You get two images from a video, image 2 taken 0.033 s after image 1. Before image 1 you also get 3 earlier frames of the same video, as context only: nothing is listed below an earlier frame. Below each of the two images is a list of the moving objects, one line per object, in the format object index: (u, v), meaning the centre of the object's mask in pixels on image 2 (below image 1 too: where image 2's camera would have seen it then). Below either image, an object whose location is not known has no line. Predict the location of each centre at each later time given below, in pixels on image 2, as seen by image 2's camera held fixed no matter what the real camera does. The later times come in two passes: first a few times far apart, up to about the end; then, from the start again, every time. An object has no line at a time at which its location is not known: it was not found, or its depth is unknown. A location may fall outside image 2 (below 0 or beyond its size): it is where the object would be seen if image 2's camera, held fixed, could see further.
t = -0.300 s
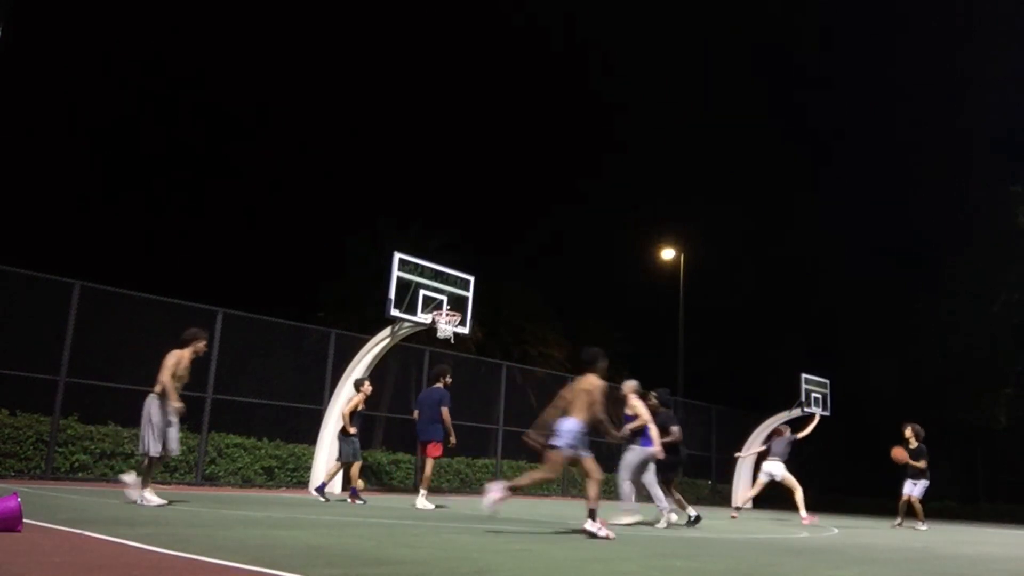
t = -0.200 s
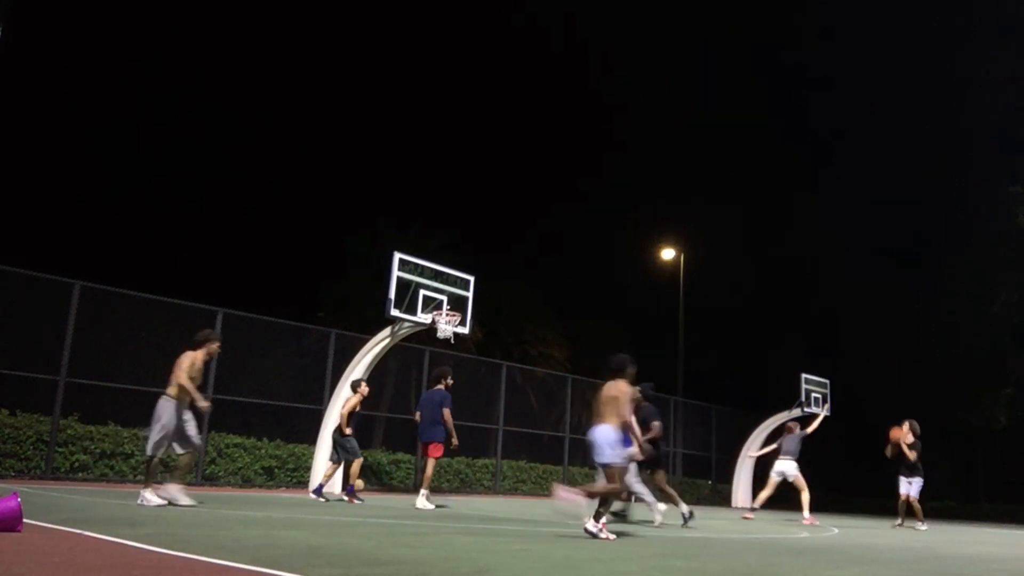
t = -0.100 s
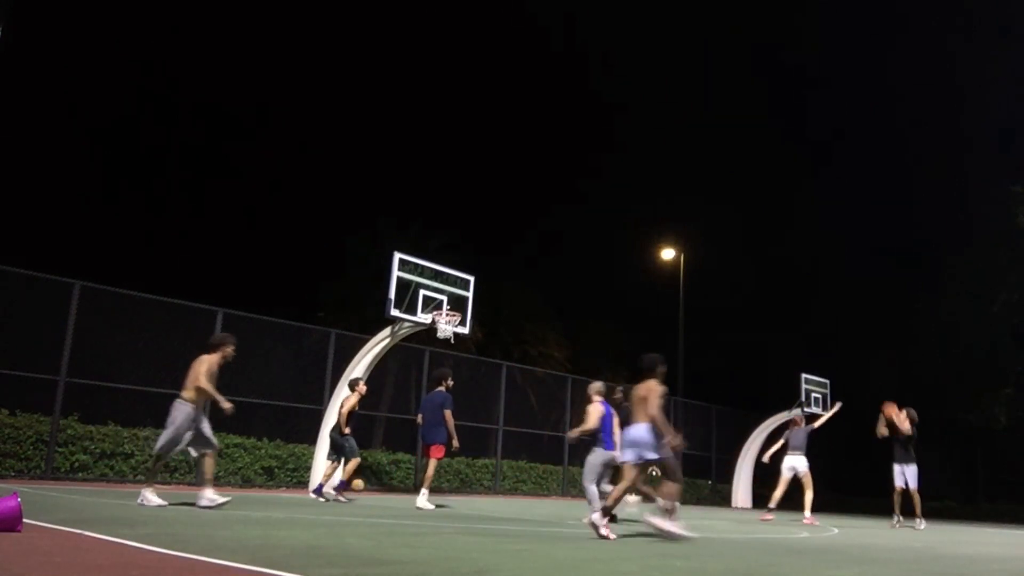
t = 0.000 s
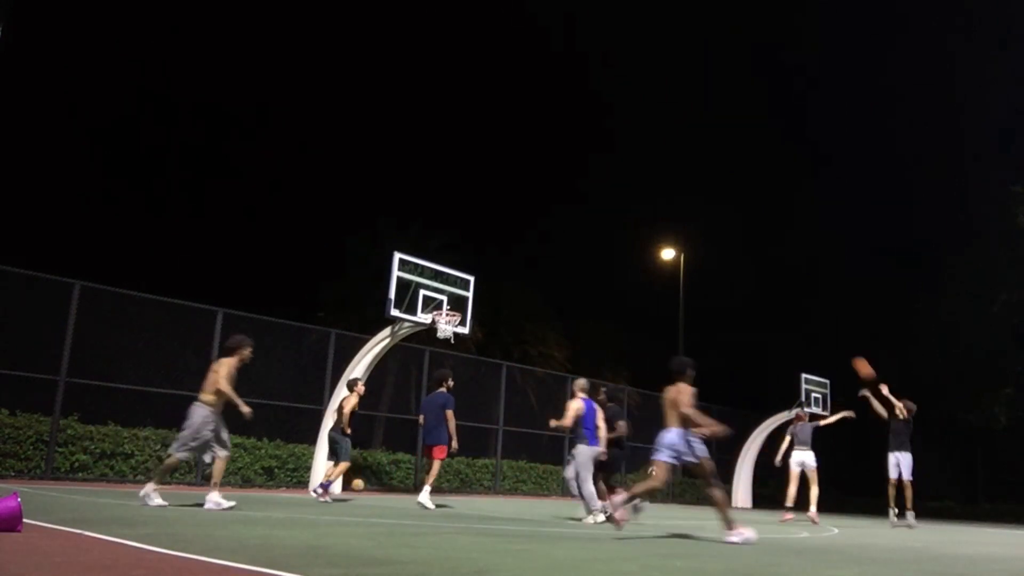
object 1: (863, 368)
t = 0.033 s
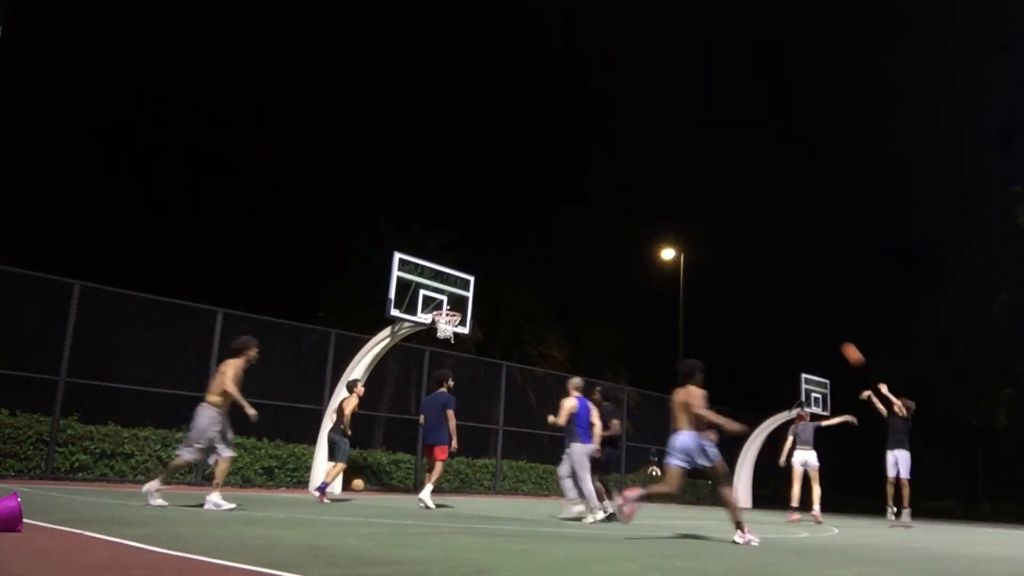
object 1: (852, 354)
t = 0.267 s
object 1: (778, 274)
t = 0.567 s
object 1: (689, 222)
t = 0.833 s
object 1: (613, 218)
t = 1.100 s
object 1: (538, 252)
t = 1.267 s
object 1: (491, 293)
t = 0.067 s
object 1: (841, 340)
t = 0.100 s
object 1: (830, 328)
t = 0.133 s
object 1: (820, 315)
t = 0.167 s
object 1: (809, 304)
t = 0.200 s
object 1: (799, 293)
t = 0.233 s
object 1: (788, 283)
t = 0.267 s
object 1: (778, 274)
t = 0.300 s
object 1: (767, 265)
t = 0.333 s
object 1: (758, 258)
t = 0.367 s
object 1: (748, 251)
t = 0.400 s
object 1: (738, 244)
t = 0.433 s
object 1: (728, 239)
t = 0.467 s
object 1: (718, 234)
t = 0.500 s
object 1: (708, 229)
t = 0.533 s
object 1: (699, 225)
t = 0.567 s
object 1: (689, 222)
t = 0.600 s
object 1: (679, 219)
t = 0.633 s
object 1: (670, 218)
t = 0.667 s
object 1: (660, 216)
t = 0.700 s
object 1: (651, 216)
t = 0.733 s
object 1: (642, 215)
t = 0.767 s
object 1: (632, 216)
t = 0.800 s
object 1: (623, 217)
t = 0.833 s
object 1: (613, 218)
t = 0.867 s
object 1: (604, 220)
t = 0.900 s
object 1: (595, 223)
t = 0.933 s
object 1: (585, 226)
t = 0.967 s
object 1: (576, 231)
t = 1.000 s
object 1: (567, 235)
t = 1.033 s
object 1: (557, 240)
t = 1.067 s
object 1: (548, 246)
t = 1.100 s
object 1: (538, 252)
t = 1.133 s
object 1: (529, 259)
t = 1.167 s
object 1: (520, 267)
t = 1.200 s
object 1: (510, 275)
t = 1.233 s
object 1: (501, 283)
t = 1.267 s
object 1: (491, 293)
